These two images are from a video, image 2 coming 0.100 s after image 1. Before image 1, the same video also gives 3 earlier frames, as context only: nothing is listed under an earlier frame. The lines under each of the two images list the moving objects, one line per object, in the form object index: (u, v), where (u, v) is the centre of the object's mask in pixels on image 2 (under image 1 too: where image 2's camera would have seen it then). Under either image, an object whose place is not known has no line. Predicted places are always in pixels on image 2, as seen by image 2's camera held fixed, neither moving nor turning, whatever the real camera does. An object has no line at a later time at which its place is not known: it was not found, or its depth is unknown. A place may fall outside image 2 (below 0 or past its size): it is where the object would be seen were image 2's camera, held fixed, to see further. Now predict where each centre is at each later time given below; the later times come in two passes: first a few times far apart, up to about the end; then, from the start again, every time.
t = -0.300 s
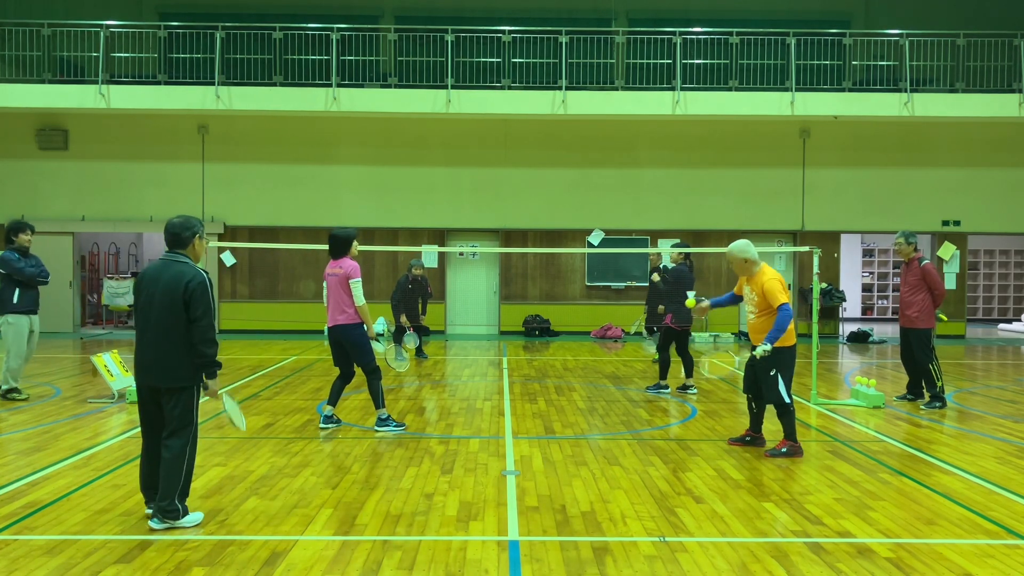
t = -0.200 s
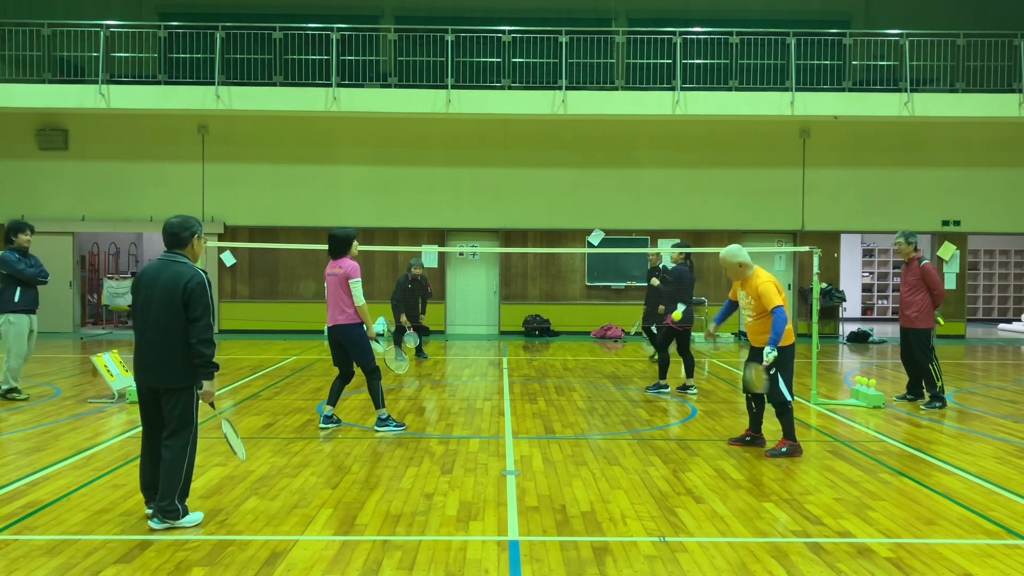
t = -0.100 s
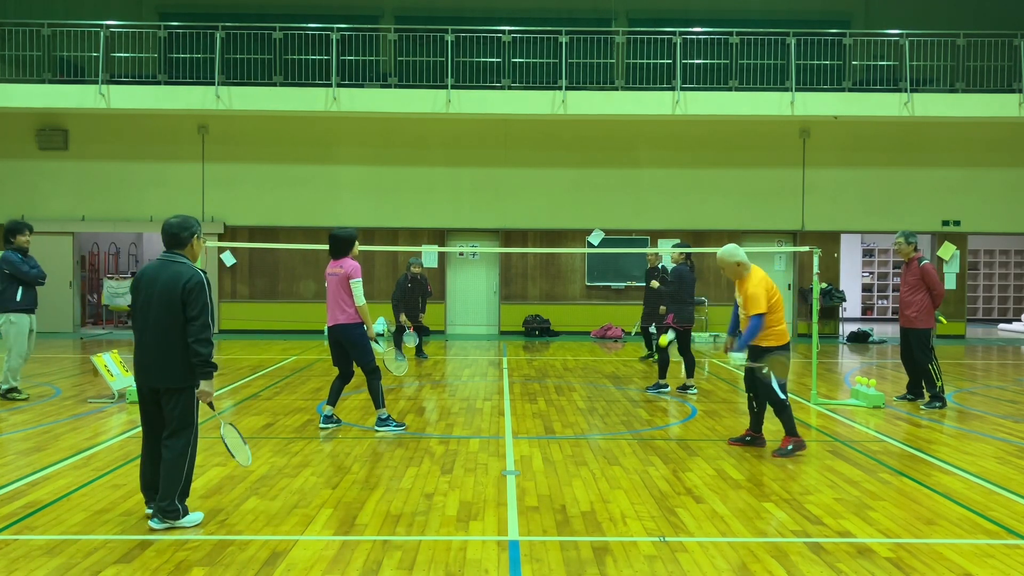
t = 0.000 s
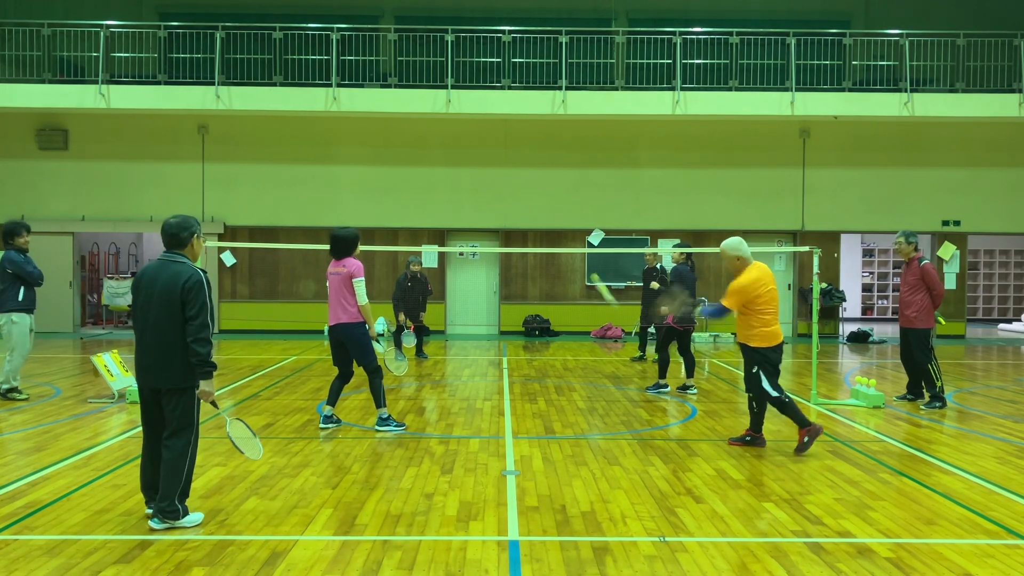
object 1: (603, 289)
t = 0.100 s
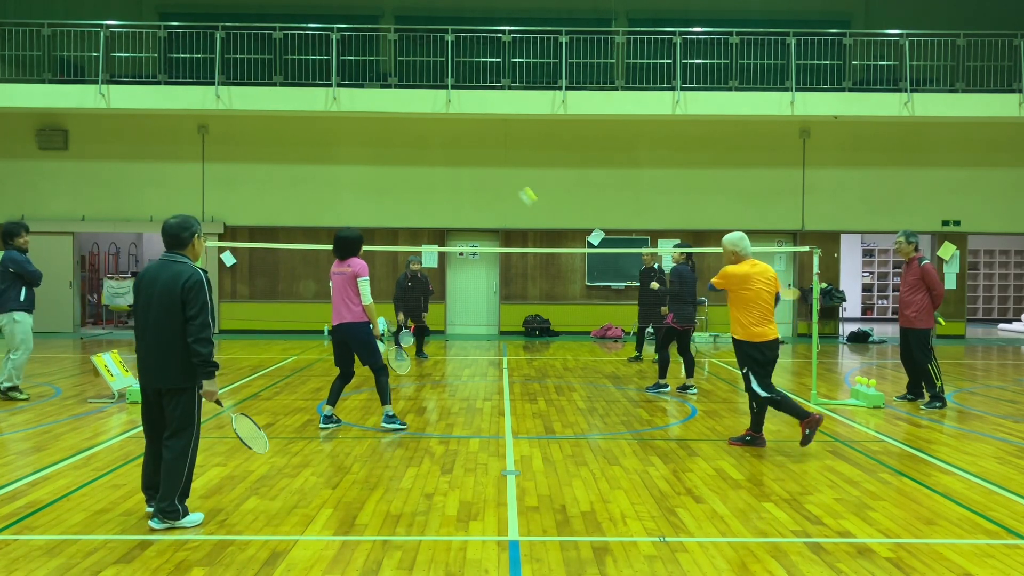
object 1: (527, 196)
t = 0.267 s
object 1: (473, 132)
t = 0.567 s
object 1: (426, 136)
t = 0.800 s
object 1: (404, 171)
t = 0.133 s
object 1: (514, 176)
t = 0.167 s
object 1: (502, 161)
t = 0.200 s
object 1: (492, 146)
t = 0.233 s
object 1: (482, 138)
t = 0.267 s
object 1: (473, 132)
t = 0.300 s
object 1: (467, 129)
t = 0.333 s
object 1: (461, 127)
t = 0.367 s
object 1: (455, 126)
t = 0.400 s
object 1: (449, 124)
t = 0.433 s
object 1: (444, 126)
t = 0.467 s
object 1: (437, 127)
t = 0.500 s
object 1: (433, 128)
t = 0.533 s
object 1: (429, 131)
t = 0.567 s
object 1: (426, 136)
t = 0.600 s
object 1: (421, 138)
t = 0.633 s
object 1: (418, 142)
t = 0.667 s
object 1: (415, 147)
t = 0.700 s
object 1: (411, 152)
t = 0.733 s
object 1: (407, 157)
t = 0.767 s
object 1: (406, 166)
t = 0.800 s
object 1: (404, 171)
